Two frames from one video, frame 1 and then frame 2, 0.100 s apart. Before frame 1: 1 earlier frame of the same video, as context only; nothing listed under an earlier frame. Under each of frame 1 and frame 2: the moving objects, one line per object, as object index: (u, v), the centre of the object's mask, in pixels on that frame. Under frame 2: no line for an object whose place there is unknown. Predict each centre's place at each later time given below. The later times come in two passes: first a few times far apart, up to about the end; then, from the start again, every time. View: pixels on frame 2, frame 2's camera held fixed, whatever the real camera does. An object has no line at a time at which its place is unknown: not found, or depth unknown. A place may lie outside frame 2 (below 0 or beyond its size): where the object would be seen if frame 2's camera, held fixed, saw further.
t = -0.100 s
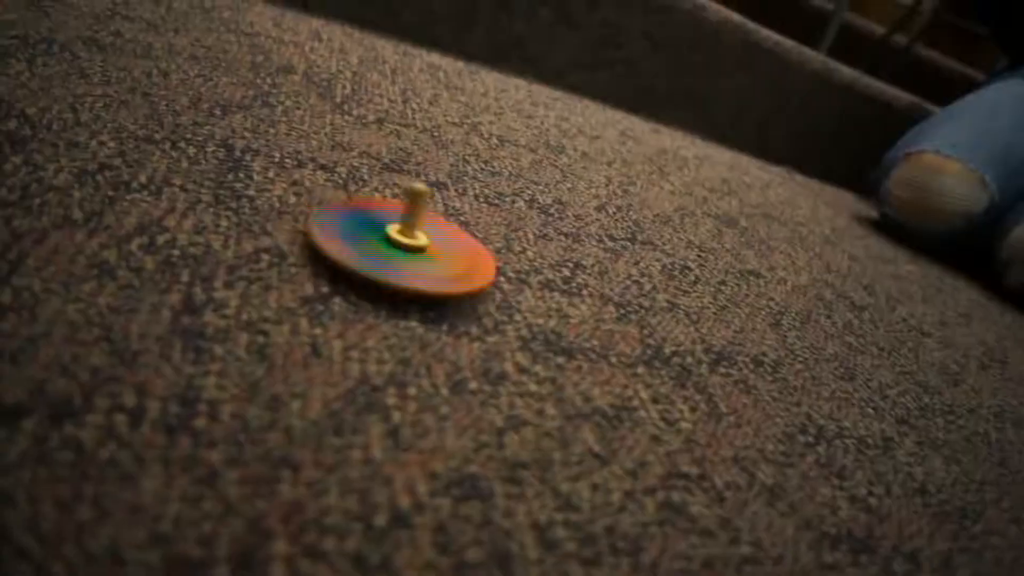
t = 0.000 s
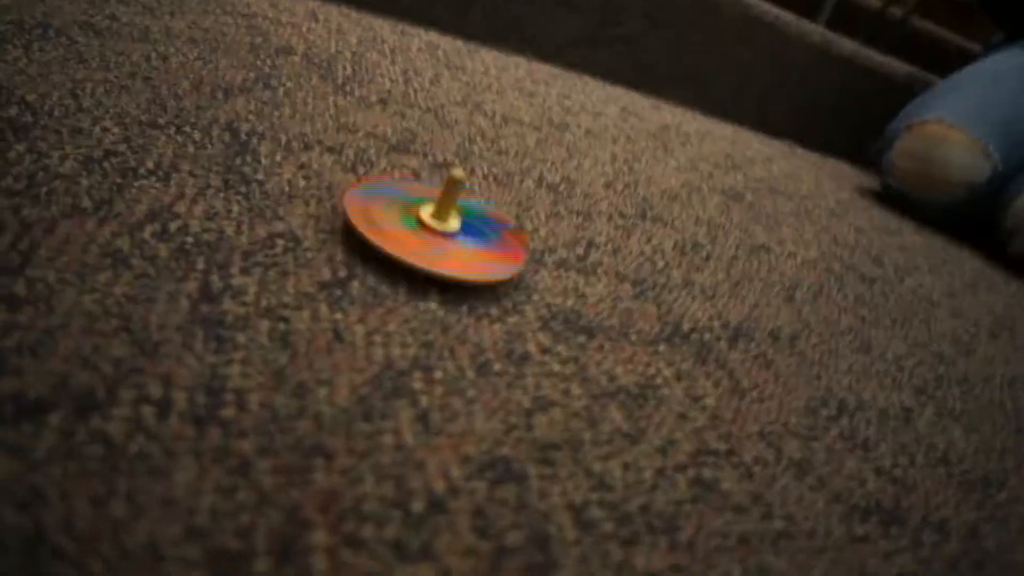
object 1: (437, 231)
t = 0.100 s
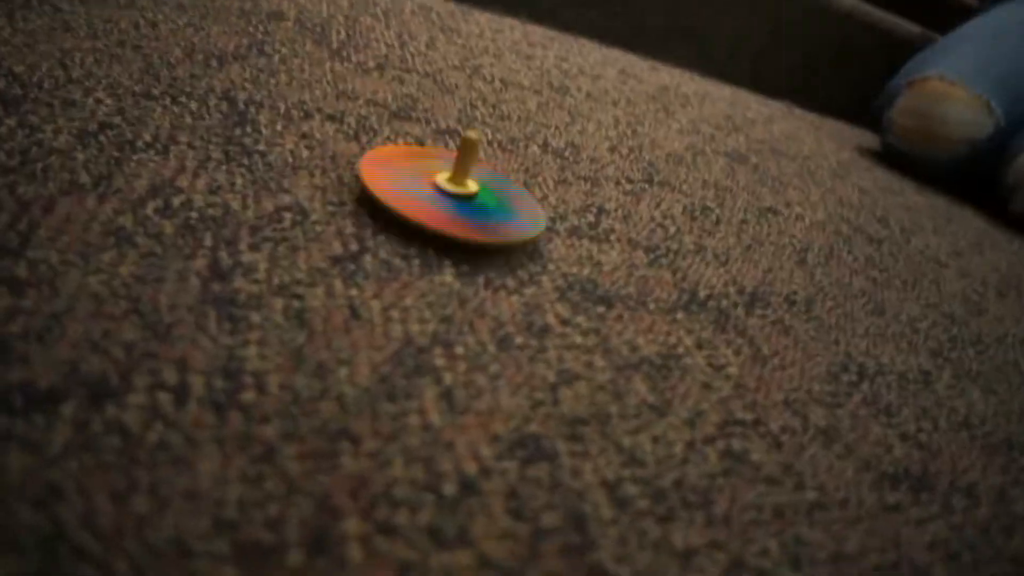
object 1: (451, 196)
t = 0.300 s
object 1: (439, 184)
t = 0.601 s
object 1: (412, 175)
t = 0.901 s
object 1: (397, 175)
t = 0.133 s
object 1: (450, 195)
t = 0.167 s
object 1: (449, 194)
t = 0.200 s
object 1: (447, 191)
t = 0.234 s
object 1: (444, 189)
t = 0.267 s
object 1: (439, 186)
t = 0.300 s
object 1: (439, 184)
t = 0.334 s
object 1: (434, 179)
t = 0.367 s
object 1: (430, 183)
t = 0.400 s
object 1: (422, 181)
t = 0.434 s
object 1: (419, 181)
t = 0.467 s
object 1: (416, 182)
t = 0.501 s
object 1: (419, 182)
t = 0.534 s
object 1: (420, 181)
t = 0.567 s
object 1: (414, 179)
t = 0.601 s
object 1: (412, 175)
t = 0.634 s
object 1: (410, 175)
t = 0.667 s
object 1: (408, 177)
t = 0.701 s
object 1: (411, 176)
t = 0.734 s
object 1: (408, 177)
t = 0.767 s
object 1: (402, 175)
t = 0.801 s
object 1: (402, 177)
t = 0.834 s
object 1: (402, 175)
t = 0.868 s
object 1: (400, 178)
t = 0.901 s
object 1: (397, 175)
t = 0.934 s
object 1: (392, 175)
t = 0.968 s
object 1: (392, 179)
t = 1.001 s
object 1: (384, 179)
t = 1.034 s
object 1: (387, 178)
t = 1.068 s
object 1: (380, 171)
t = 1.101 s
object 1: (384, 177)
